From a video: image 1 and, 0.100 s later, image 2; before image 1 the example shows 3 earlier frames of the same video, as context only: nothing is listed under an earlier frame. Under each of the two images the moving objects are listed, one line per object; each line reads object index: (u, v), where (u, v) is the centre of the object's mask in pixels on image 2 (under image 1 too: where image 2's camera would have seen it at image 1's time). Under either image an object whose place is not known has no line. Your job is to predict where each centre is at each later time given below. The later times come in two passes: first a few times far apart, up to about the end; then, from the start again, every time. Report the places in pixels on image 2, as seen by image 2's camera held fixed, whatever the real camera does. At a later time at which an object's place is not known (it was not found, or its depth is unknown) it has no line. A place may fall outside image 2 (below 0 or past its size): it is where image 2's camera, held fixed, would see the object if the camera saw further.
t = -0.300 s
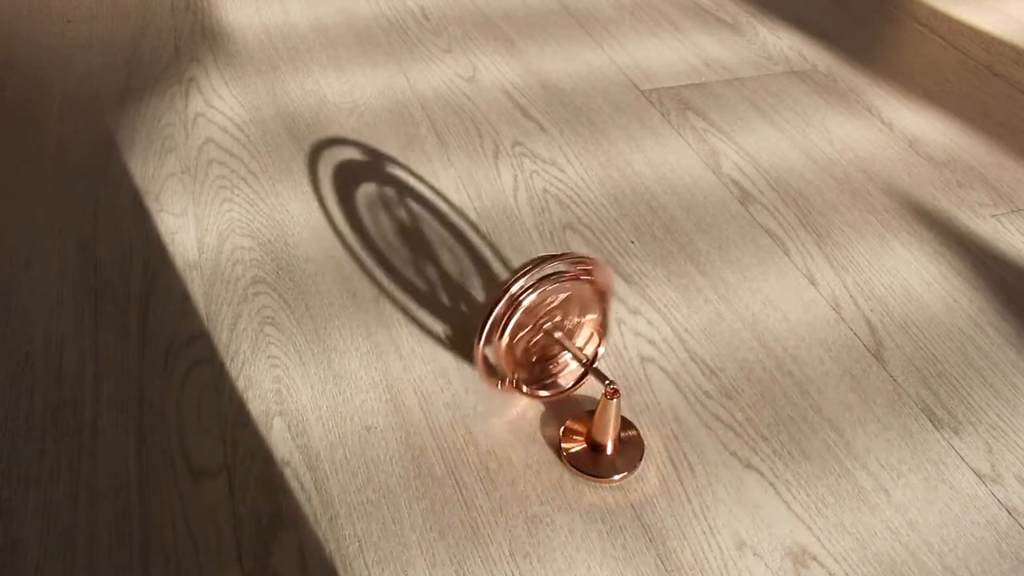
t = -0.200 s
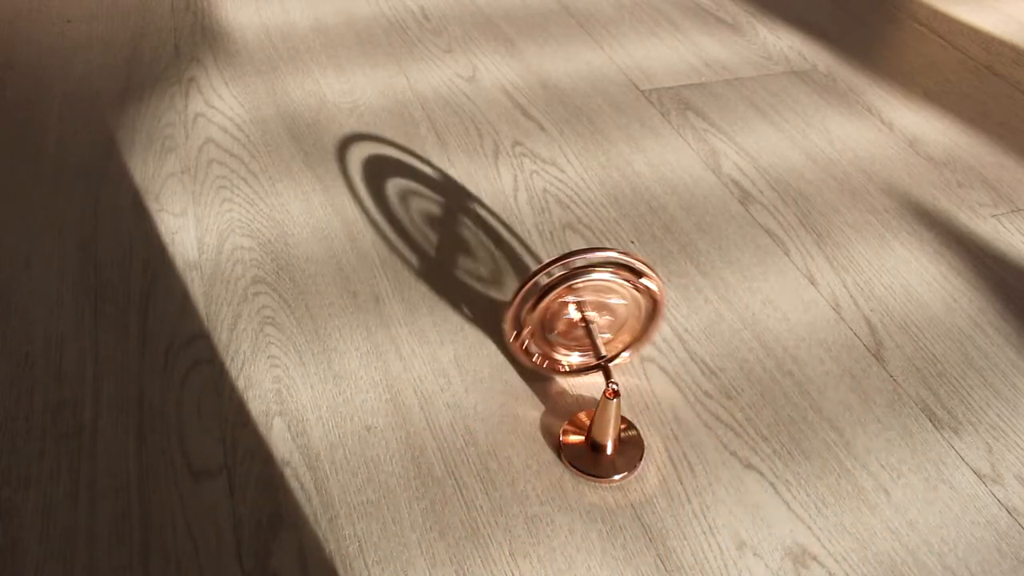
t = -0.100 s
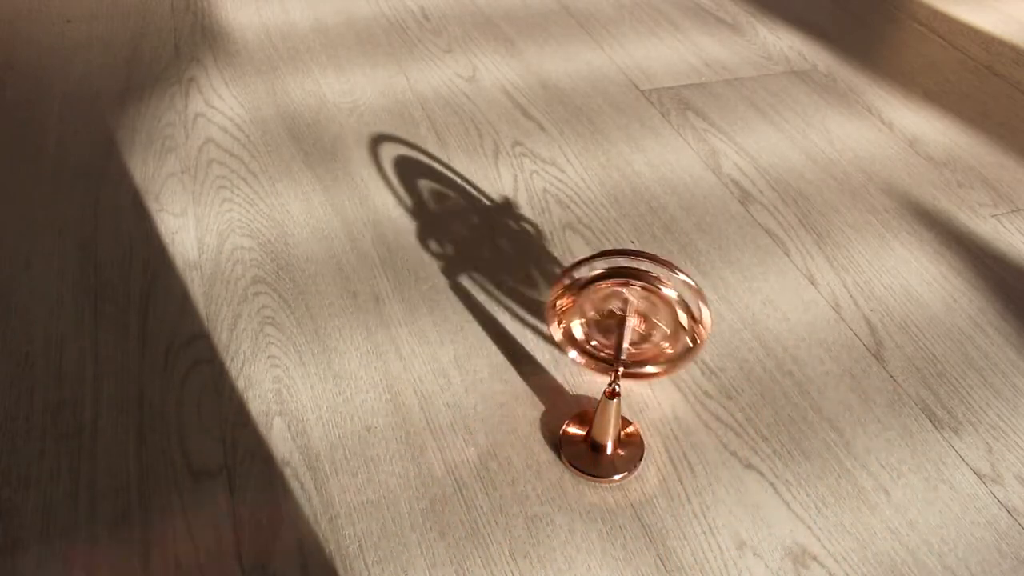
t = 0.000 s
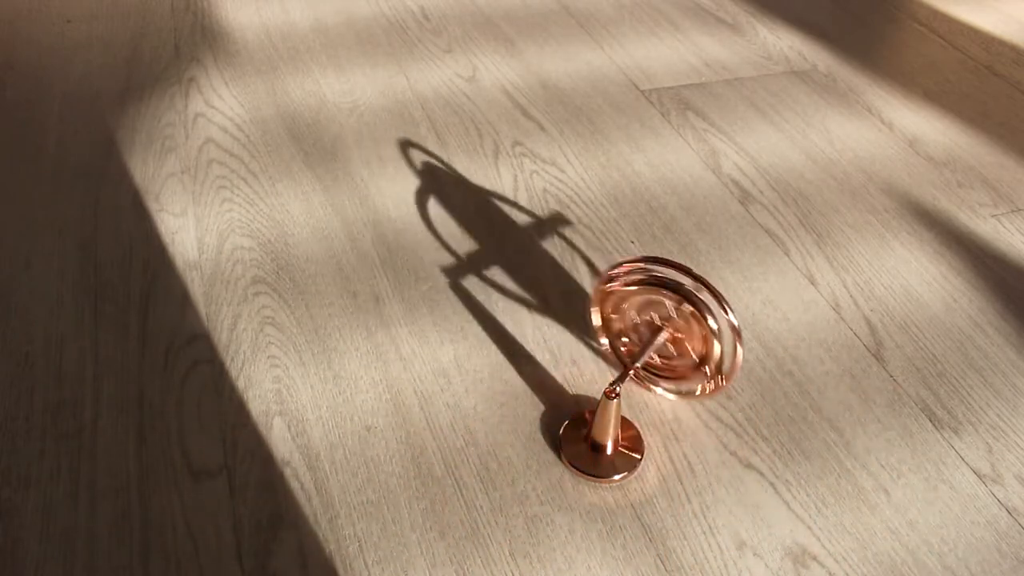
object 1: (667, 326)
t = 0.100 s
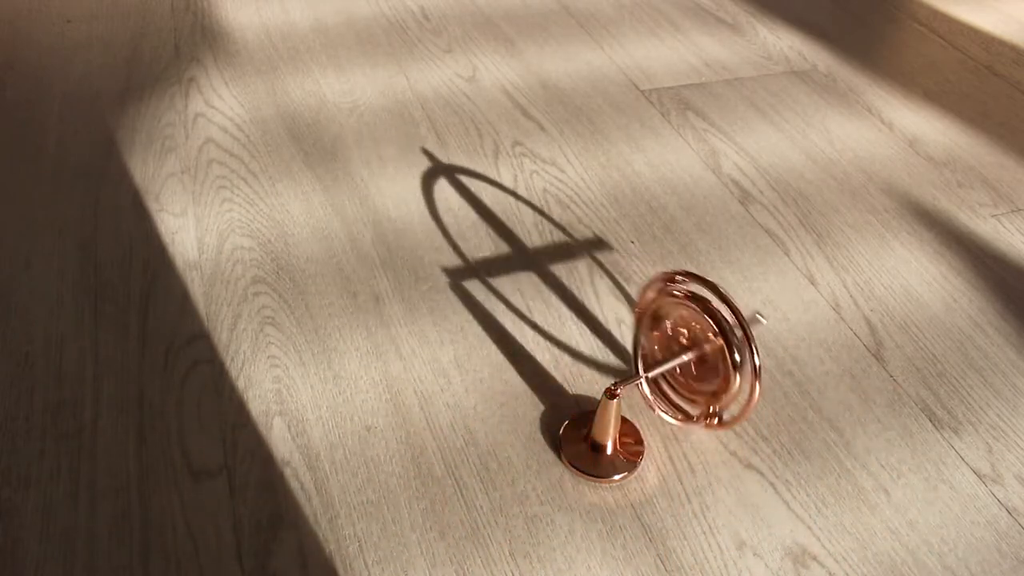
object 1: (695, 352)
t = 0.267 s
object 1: (720, 391)
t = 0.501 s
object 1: (720, 458)
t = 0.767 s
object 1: (638, 490)
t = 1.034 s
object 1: (542, 457)
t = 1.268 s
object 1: (501, 385)
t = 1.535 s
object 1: (555, 320)
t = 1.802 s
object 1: (645, 318)
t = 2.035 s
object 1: (702, 353)
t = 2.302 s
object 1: (724, 402)
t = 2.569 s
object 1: (714, 449)
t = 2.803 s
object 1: (680, 477)
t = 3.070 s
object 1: (598, 481)
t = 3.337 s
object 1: (519, 442)
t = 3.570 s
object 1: (514, 377)
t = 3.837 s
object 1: (545, 324)
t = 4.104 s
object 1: (604, 313)
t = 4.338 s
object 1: (646, 320)
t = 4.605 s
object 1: (678, 334)
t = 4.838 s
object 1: (695, 349)
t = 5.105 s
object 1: (704, 362)
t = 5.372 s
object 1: (710, 371)
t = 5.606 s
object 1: (711, 374)
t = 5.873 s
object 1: (708, 369)
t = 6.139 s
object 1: (708, 362)
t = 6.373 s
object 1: (708, 361)
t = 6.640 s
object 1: (708, 364)
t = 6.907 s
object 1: (706, 371)
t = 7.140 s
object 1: (703, 377)
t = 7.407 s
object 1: (699, 381)
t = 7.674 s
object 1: (697, 384)
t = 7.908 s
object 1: (697, 385)
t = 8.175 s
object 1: (696, 385)
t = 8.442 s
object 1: (697, 387)
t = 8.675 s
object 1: (718, 391)
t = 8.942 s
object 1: (732, 391)
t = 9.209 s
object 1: (726, 383)
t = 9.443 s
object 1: (711, 376)
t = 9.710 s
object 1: (711, 441)
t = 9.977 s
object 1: (682, 522)
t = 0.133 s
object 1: (702, 359)
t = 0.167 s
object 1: (708, 367)
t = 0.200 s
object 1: (714, 374)
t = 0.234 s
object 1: (718, 383)
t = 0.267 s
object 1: (720, 391)
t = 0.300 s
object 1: (725, 400)
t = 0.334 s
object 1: (727, 409)
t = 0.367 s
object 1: (727, 418)
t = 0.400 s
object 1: (726, 426)
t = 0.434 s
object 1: (724, 437)
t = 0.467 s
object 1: (732, 455)
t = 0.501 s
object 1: (720, 458)
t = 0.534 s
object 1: (708, 459)
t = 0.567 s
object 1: (702, 465)
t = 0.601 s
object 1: (691, 472)
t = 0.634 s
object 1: (683, 477)
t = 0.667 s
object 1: (674, 482)
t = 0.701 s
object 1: (662, 486)
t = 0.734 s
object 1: (652, 489)
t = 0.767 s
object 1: (638, 490)
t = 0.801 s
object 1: (626, 492)
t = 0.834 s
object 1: (613, 491)
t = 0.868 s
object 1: (600, 488)
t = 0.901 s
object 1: (588, 484)
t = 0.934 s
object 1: (575, 479)
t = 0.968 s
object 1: (562, 472)
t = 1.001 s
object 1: (547, 469)
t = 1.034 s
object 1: (542, 457)
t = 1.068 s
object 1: (528, 451)
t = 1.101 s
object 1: (518, 440)
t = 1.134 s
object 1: (510, 429)
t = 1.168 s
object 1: (505, 418)
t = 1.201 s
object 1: (502, 406)
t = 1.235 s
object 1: (500, 395)
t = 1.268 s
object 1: (501, 385)
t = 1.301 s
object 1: (503, 375)
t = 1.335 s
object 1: (516, 367)
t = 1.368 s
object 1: (519, 356)
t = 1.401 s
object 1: (523, 347)
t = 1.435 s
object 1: (527, 339)
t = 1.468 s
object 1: (535, 332)
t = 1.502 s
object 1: (544, 325)
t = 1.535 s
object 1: (555, 320)
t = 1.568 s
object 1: (566, 317)
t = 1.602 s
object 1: (577, 314)
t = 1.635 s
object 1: (589, 312)
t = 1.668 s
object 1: (600, 312)
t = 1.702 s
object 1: (612, 312)
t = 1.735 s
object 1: (623, 313)
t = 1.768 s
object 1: (634, 315)
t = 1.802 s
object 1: (645, 318)
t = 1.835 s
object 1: (654, 320)
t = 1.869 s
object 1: (664, 325)
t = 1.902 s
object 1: (673, 330)
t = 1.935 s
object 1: (682, 334)
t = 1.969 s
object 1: (689, 340)
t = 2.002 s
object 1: (696, 345)
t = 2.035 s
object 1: (702, 353)
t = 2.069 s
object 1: (706, 354)
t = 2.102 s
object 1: (712, 363)
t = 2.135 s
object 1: (717, 369)
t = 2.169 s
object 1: (718, 376)
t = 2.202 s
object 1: (719, 382)
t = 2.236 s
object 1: (721, 389)
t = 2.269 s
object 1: (723, 396)
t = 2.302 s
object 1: (724, 402)
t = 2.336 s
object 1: (724, 409)
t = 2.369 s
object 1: (723, 415)
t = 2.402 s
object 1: (722, 421)
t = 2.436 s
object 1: (721, 427)
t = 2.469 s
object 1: (720, 433)
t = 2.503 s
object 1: (719, 439)
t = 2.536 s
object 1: (716, 444)
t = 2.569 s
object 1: (714, 449)
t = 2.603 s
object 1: (710, 454)
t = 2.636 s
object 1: (707, 458)
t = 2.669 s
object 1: (703, 463)
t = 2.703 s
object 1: (698, 467)
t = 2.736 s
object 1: (693, 471)
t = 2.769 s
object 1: (687, 475)
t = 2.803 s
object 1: (680, 477)
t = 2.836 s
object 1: (673, 481)
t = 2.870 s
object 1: (664, 483)
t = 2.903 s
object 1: (654, 484)
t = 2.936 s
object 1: (644, 477)
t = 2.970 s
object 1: (634, 485)
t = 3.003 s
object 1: (623, 480)
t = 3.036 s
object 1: (609, 477)
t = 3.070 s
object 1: (598, 481)
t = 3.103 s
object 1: (590, 479)
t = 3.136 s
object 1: (579, 477)
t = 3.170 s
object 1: (567, 475)
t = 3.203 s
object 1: (555, 470)
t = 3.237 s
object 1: (544, 464)
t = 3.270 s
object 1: (535, 458)
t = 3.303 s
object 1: (526, 450)
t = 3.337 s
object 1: (519, 442)
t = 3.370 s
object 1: (513, 433)
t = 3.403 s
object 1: (509, 425)
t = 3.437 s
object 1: (506, 416)
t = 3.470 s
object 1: (518, 404)
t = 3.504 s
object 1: (516, 394)
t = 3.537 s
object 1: (516, 384)
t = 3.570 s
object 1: (514, 377)
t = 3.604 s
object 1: (512, 368)
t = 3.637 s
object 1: (511, 358)
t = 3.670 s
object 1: (516, 352)
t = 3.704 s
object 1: (516, 343)
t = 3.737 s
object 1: (522, 337)
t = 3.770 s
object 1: (530, 332)
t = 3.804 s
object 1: (538, 327)
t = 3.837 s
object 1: (545, 324)
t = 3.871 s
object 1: (552, 321)
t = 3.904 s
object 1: (559, 318)
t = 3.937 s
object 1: (567, 317)
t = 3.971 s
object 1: (574, 315)
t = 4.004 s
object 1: (582, 314)
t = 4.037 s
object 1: (590, 313)
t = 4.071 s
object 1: (597, 313)
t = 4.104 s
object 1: (604, 313)
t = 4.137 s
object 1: (610, 313)
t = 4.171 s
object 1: (617, 313)
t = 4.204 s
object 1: (623, 314)
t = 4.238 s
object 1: (630, 315)
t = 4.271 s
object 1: (635, 317)
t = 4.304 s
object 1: (641, 318)
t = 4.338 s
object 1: (646, 320)
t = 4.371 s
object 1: (651, 322)
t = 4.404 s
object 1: (656, 324)
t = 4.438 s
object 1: (660, 325)
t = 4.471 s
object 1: (664, 326)
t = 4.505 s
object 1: (668, 329)
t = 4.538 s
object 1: (672, 331)
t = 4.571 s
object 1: (675, 333)
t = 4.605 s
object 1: (678, 334)
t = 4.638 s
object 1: (681, 337)
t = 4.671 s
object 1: (683, 339)
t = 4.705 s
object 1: (686, 341)
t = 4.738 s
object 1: (688, 343)
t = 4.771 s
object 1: (691, 345)
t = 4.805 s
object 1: (693, 347)
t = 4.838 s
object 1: (695, 349)
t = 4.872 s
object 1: (696, 350)
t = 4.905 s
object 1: (697, 353)
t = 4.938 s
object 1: (698, 354)
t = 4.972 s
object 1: (699, 356)
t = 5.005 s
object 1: (701, 358)
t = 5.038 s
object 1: (702, 359)
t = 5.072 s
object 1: (703, 361)
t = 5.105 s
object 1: (704, 362)
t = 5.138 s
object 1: (705, 364)
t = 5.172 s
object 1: (706, 365)
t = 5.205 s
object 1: (706, 367)
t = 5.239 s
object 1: (707, 368)
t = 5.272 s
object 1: (708, 369)
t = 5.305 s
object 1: (708, 370)
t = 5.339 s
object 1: (709, 371)
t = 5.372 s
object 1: (710, 371)
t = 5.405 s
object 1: (710, 372)
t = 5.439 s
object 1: (711, 373)
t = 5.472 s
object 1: (711, 373)
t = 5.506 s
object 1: (711, 374)
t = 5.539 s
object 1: (711, 374)
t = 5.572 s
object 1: (711, 374)
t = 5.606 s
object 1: (711, 374)
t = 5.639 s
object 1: (711, 373)
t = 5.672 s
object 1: (710, 373)
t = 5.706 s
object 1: (710, 372)
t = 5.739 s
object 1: (710, 372)
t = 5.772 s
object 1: (710, 371)
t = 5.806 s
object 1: (710, 370)
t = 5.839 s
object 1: (710, 369)
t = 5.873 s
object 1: (708, 369)
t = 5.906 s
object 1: (709, 368)
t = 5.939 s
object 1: (709, 367)
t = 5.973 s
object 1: (709, 366)
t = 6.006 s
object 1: (709, 365)
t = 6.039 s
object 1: (708, 364)
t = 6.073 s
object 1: (708, 364)
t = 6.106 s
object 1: (708, 363)
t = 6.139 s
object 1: (708, 362)
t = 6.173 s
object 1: (708, 362)
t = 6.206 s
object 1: (708, 362)
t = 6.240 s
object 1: (708, 361)
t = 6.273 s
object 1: (708, 361)
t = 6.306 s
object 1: (708, 361)
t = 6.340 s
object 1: (708, 361)
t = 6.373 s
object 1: (708, 361)
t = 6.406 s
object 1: (708, 361)
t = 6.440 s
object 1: (708, 362)
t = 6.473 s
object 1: (708, 362)
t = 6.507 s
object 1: (708, 362)
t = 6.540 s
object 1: (708, 362)
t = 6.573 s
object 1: (708, 363)
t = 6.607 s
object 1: (708, 363)
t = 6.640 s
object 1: (708, 364)
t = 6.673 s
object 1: (708, 365)
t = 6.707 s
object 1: (708, 365)
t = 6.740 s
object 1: (707, 366)
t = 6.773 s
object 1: (707, 367)
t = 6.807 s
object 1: (707, 368)
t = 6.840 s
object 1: (707, 369)
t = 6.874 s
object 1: (706, 370)
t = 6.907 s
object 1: (706, 371)
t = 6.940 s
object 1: (706, 372)
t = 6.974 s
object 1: (705, 373)
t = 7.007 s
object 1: (705, 374)
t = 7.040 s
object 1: (704, 375)
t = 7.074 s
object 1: (704, 376)
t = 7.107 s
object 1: (704, 376)
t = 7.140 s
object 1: (703, 377)
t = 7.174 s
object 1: (703, 377)
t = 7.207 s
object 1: (702, 378)
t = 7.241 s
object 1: (701, 378)
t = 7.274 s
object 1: (701, 378)
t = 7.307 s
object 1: (701, 379)
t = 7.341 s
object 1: (701, 379)
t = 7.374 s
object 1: (700, 380)
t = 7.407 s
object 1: (699, 381)
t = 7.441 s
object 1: (699, 381)
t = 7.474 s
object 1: (699, 382)
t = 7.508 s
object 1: (698, 382)
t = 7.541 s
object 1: (698, 383)
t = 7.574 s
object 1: (698, 383)
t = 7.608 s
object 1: (698, 383)
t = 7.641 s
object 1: (697, 384)
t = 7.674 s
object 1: (697, 384)
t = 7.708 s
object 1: (697, 385)
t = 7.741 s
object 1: (697, 385)
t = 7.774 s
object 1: (697, 385)
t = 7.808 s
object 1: (696, 384)
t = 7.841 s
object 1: (697, 385)
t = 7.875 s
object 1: (697, 385)
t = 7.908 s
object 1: (697, 385)
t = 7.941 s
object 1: (697, 385)
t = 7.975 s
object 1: (697, 385)
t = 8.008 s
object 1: (696, 385)
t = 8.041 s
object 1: (696, 385)
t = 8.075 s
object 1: (696, 385)
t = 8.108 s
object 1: (696, 385)
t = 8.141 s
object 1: (696, 385)
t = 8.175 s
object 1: (696, 385)
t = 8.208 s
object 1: (696, 385)
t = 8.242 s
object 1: (696, 385)
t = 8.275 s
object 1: (696, 385)
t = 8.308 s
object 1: (696, 385)
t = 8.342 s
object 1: (696, 385)
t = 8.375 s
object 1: (696, 385)
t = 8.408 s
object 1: (696, 386)
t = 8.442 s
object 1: (697, 387)
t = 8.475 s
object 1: (698, 388)
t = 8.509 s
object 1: (701, 390)
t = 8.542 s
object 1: (705, 392)
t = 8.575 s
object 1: (710, 396)
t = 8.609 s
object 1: (712, 391)
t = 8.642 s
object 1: (715, 391)
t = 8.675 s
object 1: (718, 391)
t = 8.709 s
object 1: (721, 392)
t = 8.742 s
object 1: (720, 384)
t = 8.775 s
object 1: (724, 386)
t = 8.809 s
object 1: (726, 386)
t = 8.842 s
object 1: (728, 386)
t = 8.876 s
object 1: (729, 386)
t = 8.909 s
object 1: (732, 386)
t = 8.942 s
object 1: (732, 391)
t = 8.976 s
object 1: (732, 388)
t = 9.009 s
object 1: (731, 387)
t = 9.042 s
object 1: (732, 388)
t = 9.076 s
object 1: (731, 387)
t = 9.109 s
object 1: (730, 387)
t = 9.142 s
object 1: (729, 386)
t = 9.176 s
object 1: (728, 385)
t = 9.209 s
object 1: (726, 383)
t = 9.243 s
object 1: (723, 387)
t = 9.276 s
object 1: (725, 383)
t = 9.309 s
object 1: (719, 384)
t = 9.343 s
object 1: (718, 383)
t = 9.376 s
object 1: (715, 381)
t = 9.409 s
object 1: (713, 379)
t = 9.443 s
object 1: (711, 376)
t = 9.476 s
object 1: (709, 374)
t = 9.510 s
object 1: (707, 373)
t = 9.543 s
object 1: (705, 378)
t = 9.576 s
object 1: (703, 386)
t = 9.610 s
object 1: (704, 400)
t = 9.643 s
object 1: (706, 414)
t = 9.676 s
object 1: (709, 428)
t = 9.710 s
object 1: (711, 441)
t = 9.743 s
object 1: (719, 459)
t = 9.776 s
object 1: (708, 471)
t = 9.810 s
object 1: (705, 483)
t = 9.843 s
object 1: (703, 492)
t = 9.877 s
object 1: (701, 502)
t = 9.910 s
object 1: (697, 510)
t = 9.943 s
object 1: (694, 517)
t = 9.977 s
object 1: (682, 522)
